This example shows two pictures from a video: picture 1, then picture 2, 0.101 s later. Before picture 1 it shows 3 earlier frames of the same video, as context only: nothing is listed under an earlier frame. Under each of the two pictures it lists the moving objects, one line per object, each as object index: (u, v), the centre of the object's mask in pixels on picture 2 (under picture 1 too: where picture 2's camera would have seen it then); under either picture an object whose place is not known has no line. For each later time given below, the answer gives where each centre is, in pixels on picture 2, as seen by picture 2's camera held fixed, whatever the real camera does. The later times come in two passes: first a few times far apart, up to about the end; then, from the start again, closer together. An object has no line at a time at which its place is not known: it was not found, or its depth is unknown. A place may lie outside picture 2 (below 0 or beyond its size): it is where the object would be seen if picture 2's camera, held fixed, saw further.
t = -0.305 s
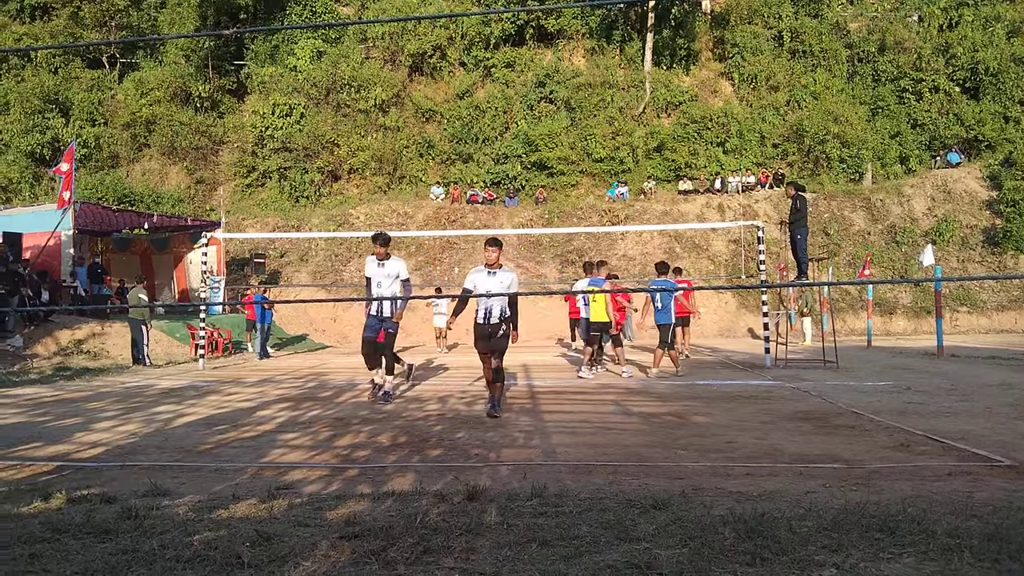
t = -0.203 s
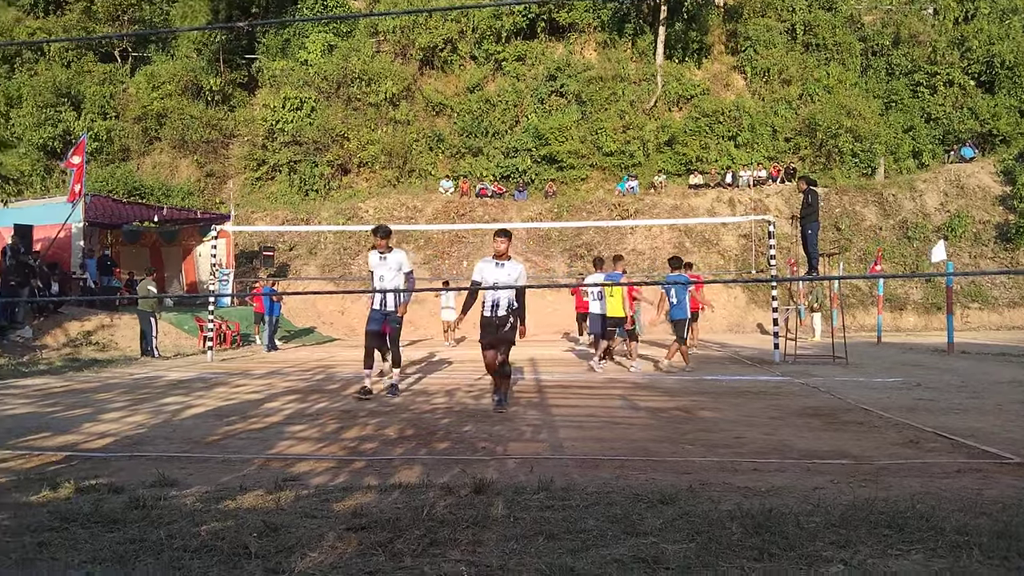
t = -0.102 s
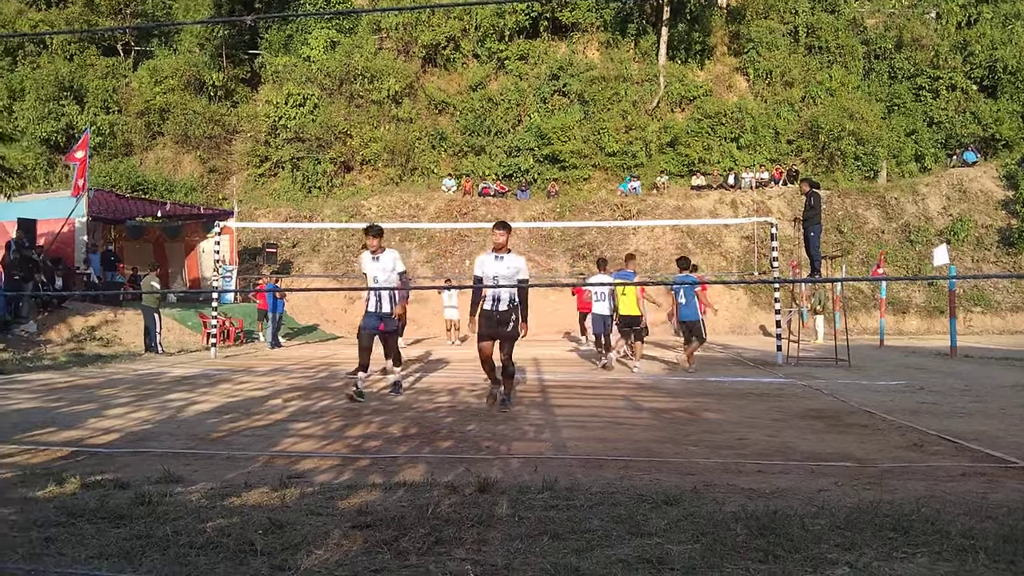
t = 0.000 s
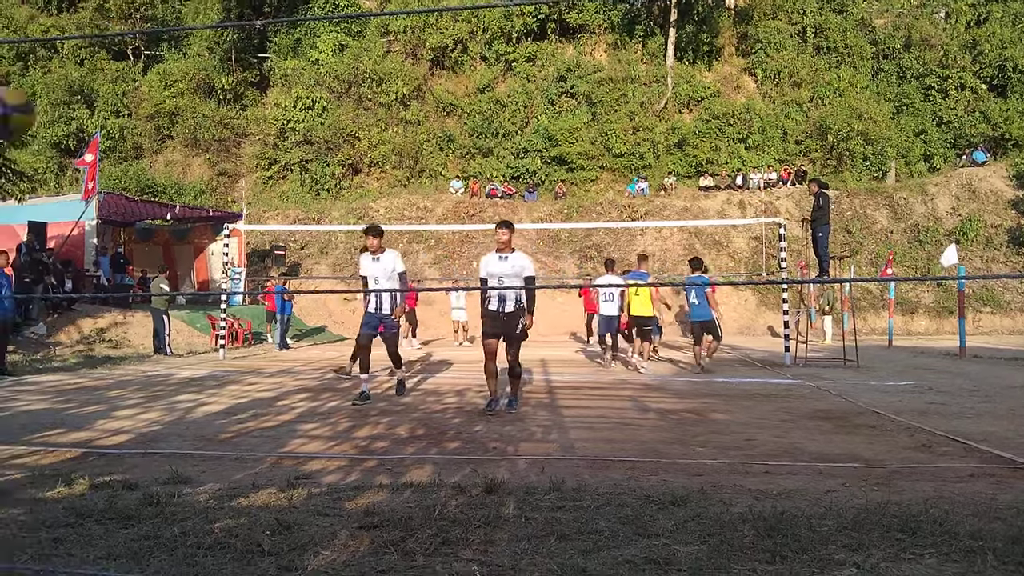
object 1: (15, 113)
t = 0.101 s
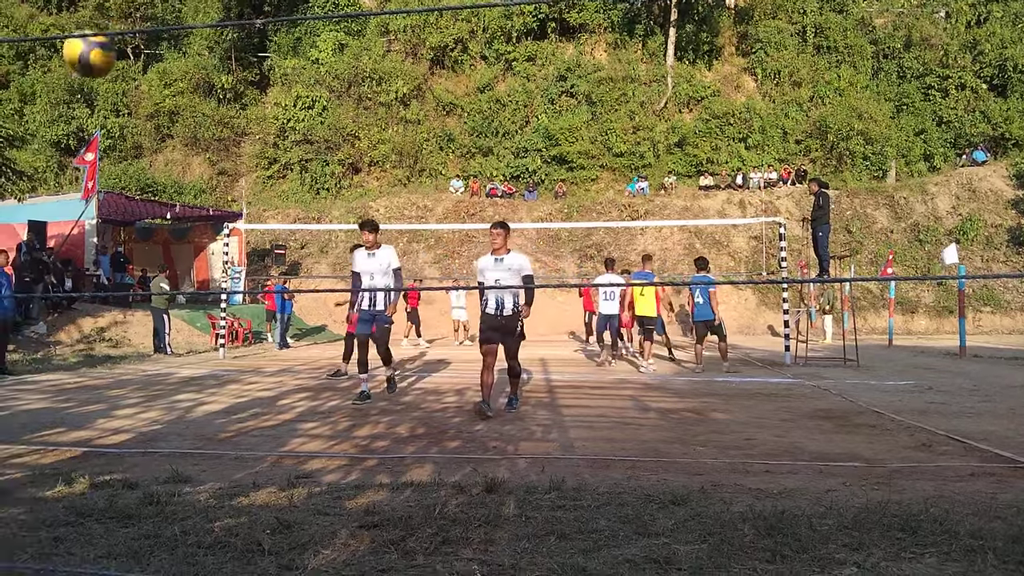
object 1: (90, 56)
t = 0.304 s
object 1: (222, 17)
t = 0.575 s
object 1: (351, 93)
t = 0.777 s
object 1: (425, 210)
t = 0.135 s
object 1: (115, 43)
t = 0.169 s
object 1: (136, 33)
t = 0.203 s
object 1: (160, 23)
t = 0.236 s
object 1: (182, 19)
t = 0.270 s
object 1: (202, 18)
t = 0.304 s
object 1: (222, 17)
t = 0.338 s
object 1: (241, 21)
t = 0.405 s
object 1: (275, 33)
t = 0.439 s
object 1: (292, 42)
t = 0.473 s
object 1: (306, 52)
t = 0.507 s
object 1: (322, 63)
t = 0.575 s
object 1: (351, 93)
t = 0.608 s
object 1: (365, 110)
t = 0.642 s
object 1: (377, 128)
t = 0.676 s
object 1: (390, 146)
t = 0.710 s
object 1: (403, 167)
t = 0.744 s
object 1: (413, 188)
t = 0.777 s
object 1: (425, 210)
